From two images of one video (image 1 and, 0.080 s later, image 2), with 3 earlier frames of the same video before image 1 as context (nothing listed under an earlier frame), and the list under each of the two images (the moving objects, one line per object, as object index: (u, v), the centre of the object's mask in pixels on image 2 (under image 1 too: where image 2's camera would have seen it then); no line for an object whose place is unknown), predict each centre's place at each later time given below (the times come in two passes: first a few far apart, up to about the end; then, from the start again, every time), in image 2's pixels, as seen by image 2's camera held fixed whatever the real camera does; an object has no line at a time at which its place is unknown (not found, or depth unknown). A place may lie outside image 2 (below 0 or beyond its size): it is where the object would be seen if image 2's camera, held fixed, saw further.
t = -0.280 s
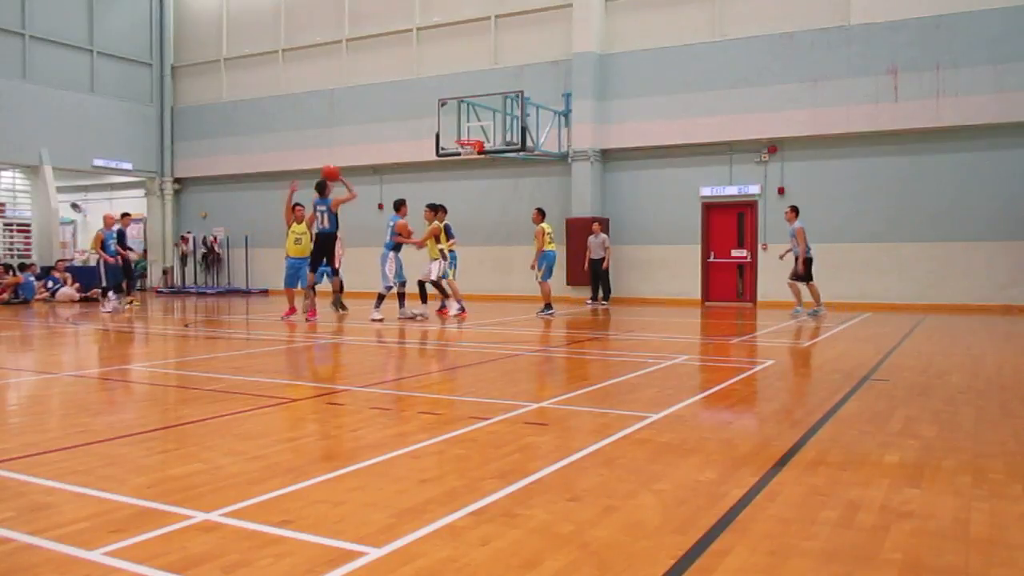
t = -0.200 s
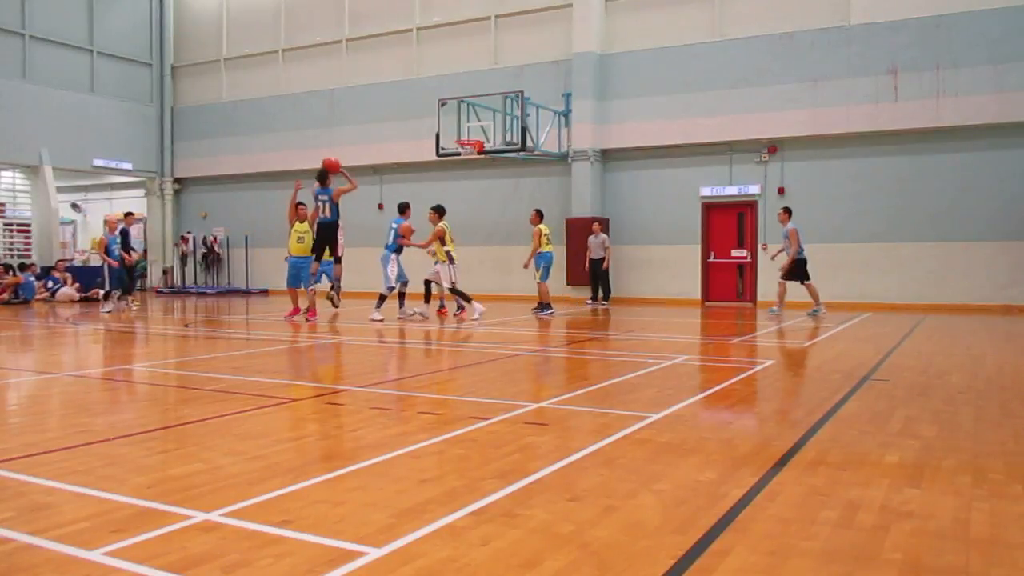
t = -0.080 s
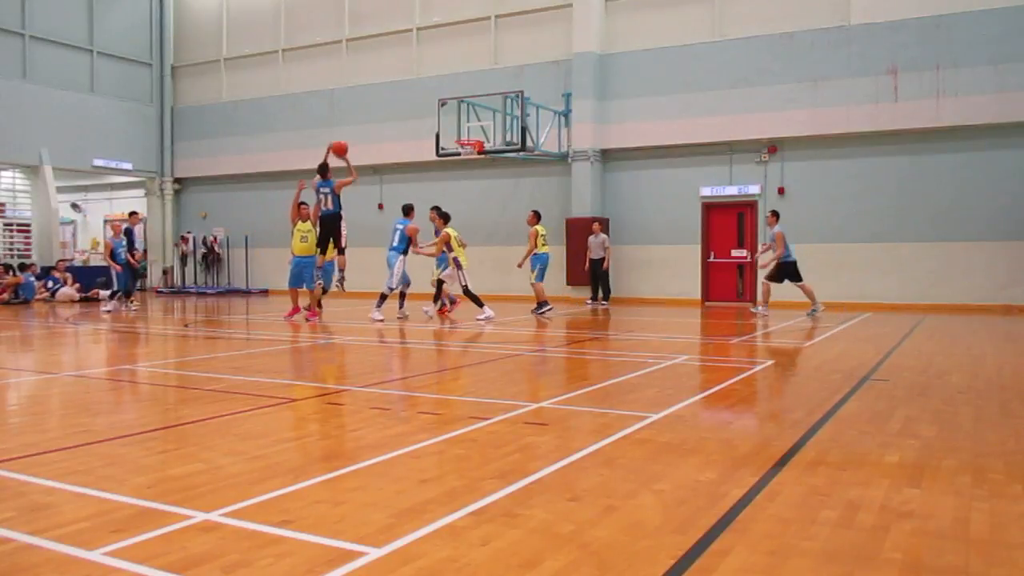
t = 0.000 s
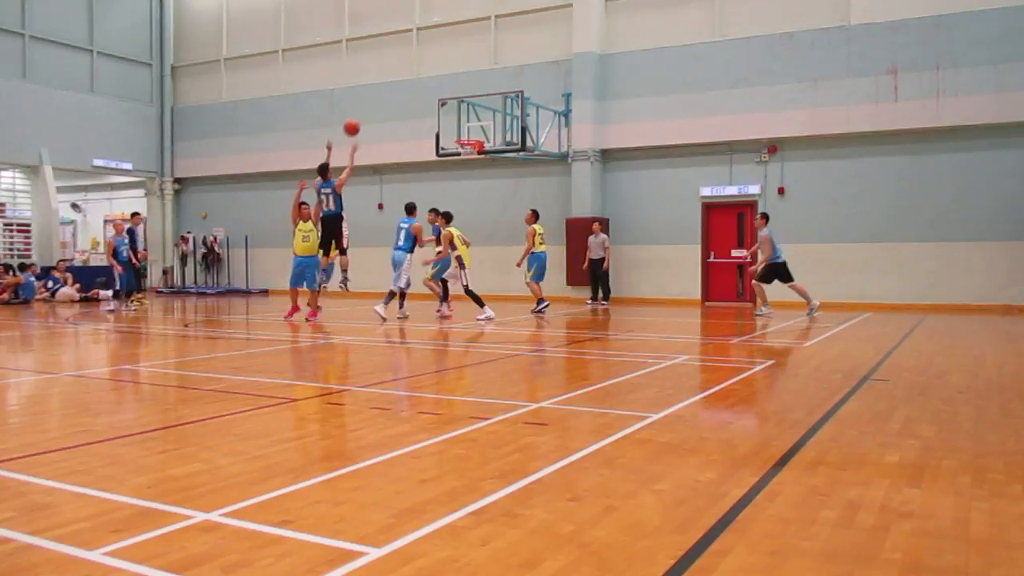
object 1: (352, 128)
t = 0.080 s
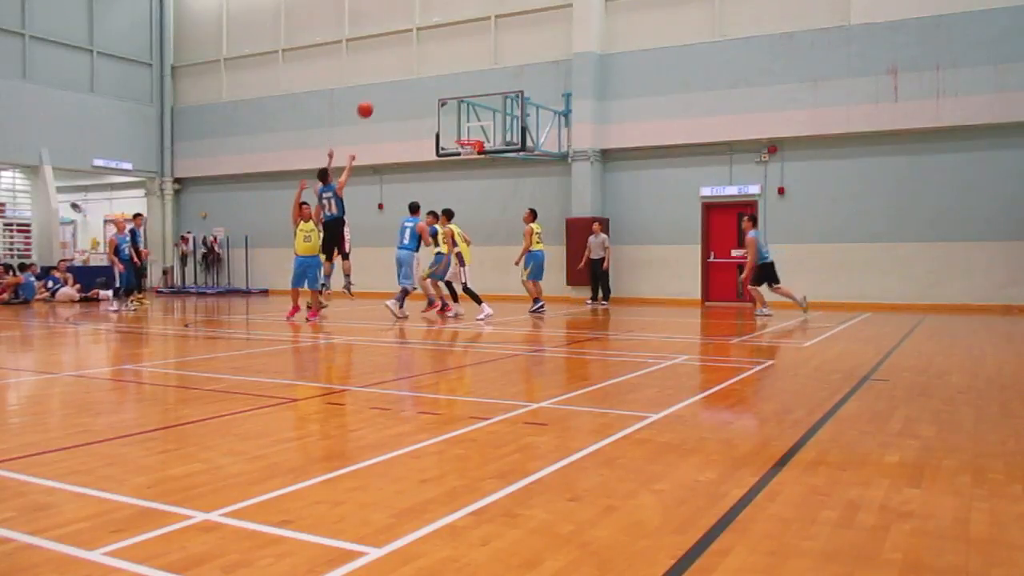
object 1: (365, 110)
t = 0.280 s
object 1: (396, 84)
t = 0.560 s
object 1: (433, 92)
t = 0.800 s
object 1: (461, 131)
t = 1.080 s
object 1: (469, 121)
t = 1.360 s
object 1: (471, 132)
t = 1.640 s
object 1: (454, 134)
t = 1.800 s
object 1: (447, 136)
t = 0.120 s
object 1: (371, 103)
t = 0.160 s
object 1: (378, 96)
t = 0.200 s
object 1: (384, 91)
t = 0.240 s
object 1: (390, 87)
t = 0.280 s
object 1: (396, 84)
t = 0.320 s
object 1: (401, 83)
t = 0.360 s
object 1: (407, 82)
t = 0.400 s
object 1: (413, 82)
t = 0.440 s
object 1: (418, 83)
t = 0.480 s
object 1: (423, 85)
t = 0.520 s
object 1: (428, 88)
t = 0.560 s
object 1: (433, 92)
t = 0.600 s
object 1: (438, 96)
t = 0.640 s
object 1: (443, 101)
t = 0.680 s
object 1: (447, 107)
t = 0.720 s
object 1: (452, 114)
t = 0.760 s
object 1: (456, 122)
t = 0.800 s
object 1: (461, 131)
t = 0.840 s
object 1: (462, 131)
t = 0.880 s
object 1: (464, 127)
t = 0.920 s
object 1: (465, 125)
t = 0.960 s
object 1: (466, 123)
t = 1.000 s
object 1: (467, 121)
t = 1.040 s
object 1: (468, 121)
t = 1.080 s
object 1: (469, 121)
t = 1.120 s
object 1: (470, 122)
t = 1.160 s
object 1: (472, 124)
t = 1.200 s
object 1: (472, 127)
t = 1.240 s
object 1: (473, 131)
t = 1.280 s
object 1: (474, 135)
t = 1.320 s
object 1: (473, 134)
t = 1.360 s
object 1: (471, 132)
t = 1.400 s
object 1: (468, 130)
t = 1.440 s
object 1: (466, 129)
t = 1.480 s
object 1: (464, 128)
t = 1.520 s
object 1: (461, 129)
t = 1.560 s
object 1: (459, 130)
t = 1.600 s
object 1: (457, 133)
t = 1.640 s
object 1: (454, 134)
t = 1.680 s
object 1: (453, 133)
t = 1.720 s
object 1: (451, 133)
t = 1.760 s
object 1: (449, 134)
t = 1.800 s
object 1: (447, 136)
